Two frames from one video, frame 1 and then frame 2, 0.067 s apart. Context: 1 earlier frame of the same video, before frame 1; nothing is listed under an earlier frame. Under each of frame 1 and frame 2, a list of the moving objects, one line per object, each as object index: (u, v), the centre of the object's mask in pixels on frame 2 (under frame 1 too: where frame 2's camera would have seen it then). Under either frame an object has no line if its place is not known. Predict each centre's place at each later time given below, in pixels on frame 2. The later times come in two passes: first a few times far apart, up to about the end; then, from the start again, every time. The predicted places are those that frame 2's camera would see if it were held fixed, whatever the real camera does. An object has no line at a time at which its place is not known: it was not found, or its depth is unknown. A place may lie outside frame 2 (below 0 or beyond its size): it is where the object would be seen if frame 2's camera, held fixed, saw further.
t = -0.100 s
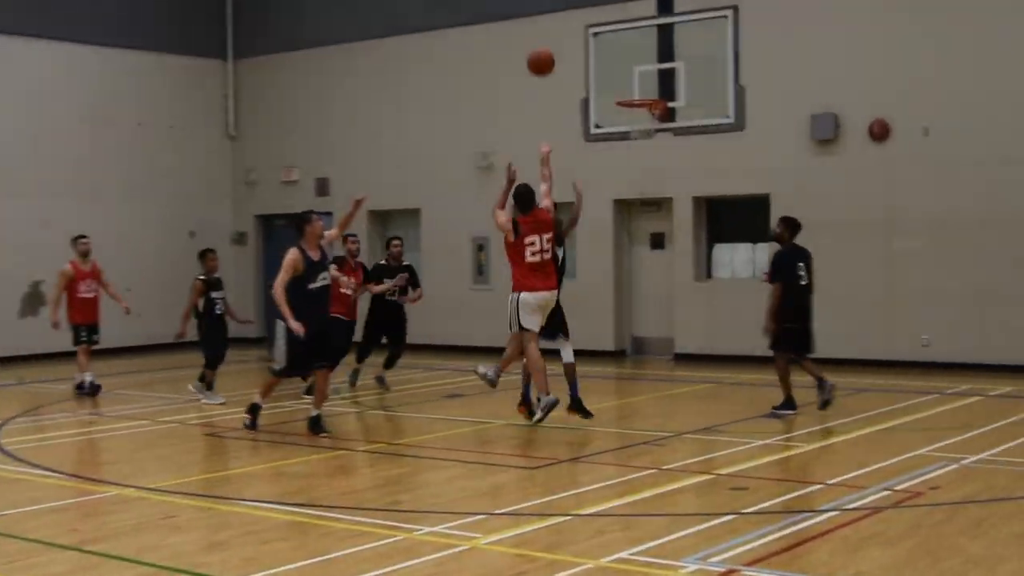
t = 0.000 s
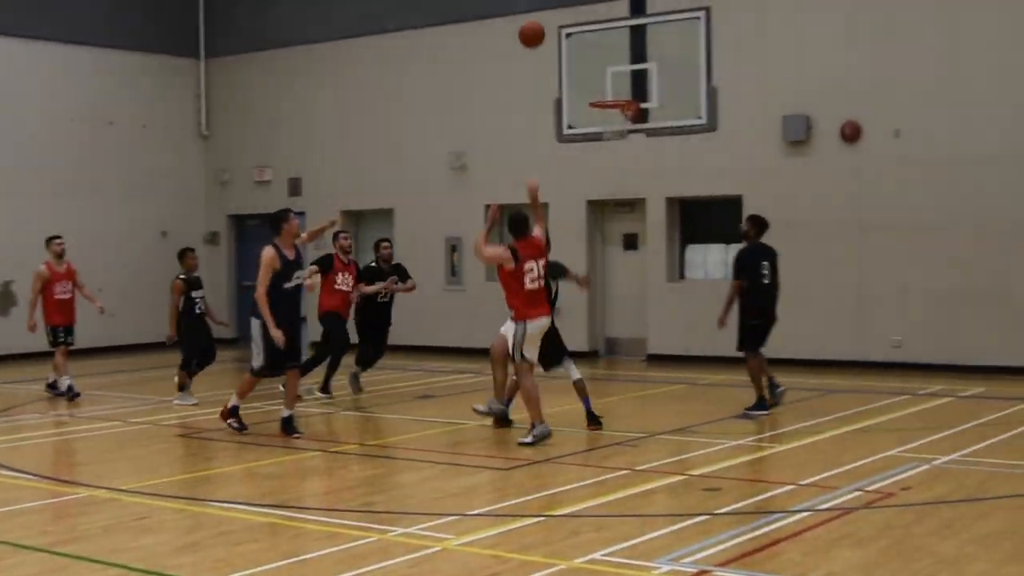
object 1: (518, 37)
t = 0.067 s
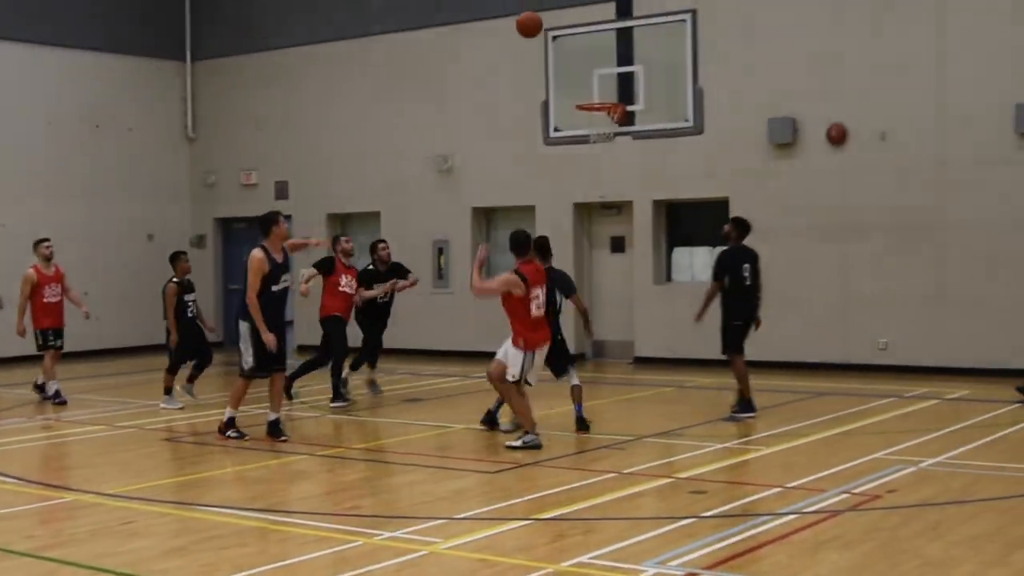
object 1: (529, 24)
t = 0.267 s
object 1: (559, 18)
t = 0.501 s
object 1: (592, 60)
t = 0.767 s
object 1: (608, 54)
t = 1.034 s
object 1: (603, 41)
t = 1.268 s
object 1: (600, 84)
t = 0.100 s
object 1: (534, 20)
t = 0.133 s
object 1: (539, 17)
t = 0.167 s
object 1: (544, 16)
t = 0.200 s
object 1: (549, 16)
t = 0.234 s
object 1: (554, 16)
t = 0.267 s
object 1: (559, 18)
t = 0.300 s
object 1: (564, 21)
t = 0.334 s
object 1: (569, 24)
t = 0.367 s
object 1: (574, 30)
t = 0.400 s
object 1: (579, 37)
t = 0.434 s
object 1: (583, 44)
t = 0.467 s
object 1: (588, 51)
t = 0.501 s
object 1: (592, 60)
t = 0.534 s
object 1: (596, 69)
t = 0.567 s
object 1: (601, 81)
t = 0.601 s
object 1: (605, 92)
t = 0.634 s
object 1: (607, 89)
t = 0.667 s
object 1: (608, 78)
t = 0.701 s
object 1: (609, 68)
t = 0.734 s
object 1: (609, 61)
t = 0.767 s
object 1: (608, 54)
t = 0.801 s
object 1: (608, 49)
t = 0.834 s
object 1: (607, 45)
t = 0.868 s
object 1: (607, 42)
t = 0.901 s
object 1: (606, 40)
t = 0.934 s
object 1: (605, 38)
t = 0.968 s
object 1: (605, 38)
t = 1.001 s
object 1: (604, 39)
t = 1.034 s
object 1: (603, 41)
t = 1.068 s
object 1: (603, 43)
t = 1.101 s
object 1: (602, 48)
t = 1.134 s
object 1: (601, 53)
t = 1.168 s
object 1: (601, 59)
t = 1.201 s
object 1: (600, 67)
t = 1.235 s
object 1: (600, 75)
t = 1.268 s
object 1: (600, 84)
